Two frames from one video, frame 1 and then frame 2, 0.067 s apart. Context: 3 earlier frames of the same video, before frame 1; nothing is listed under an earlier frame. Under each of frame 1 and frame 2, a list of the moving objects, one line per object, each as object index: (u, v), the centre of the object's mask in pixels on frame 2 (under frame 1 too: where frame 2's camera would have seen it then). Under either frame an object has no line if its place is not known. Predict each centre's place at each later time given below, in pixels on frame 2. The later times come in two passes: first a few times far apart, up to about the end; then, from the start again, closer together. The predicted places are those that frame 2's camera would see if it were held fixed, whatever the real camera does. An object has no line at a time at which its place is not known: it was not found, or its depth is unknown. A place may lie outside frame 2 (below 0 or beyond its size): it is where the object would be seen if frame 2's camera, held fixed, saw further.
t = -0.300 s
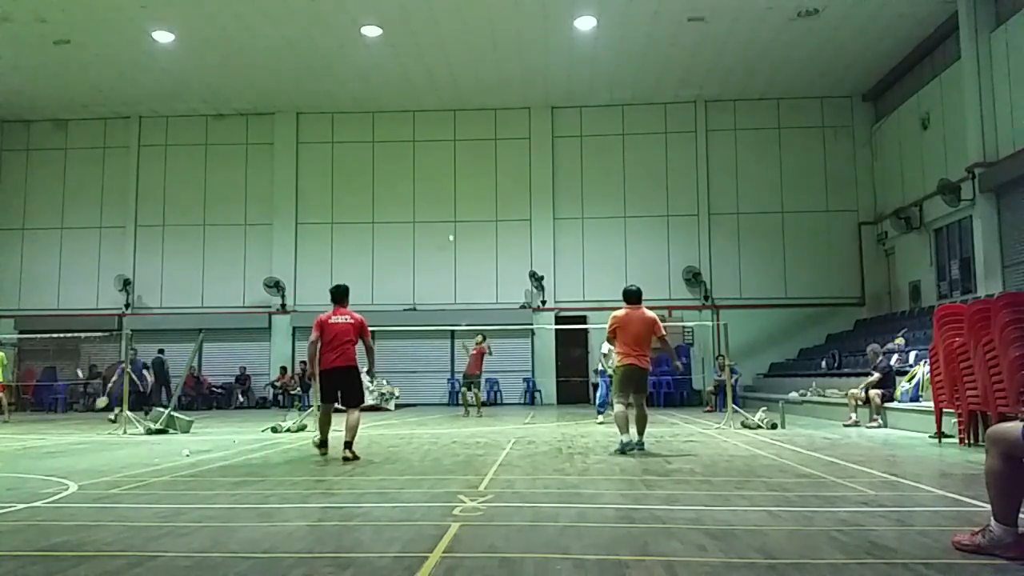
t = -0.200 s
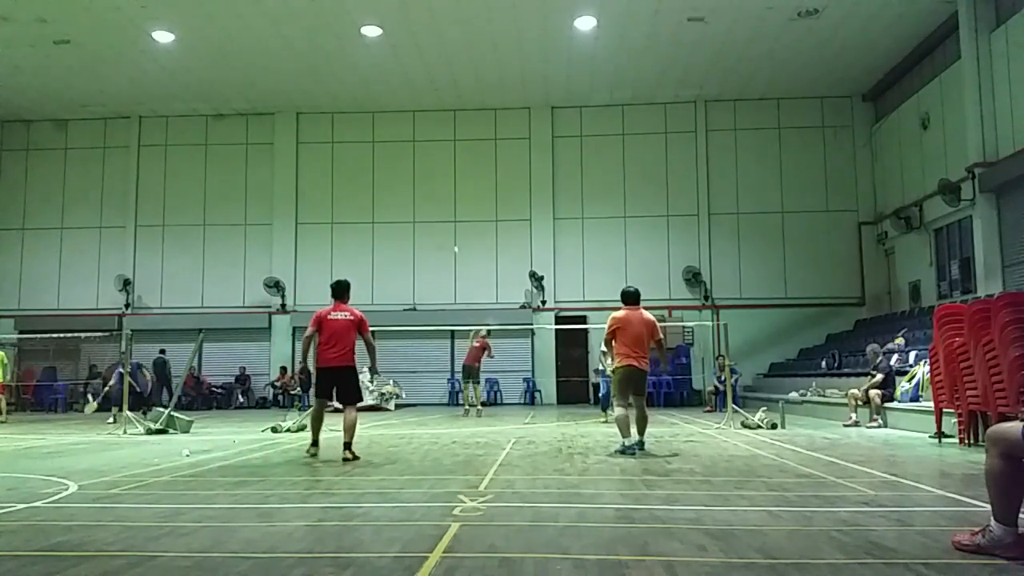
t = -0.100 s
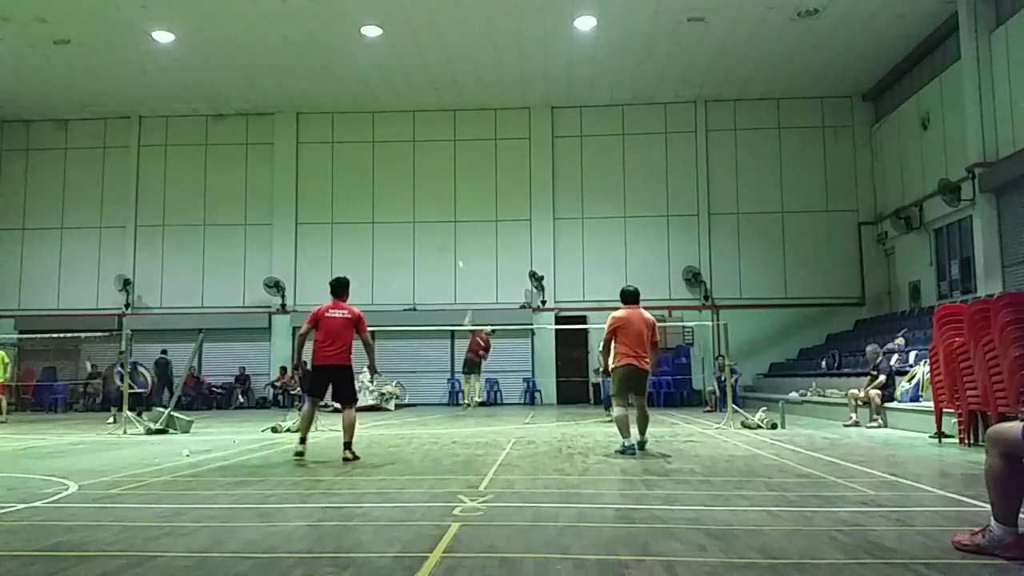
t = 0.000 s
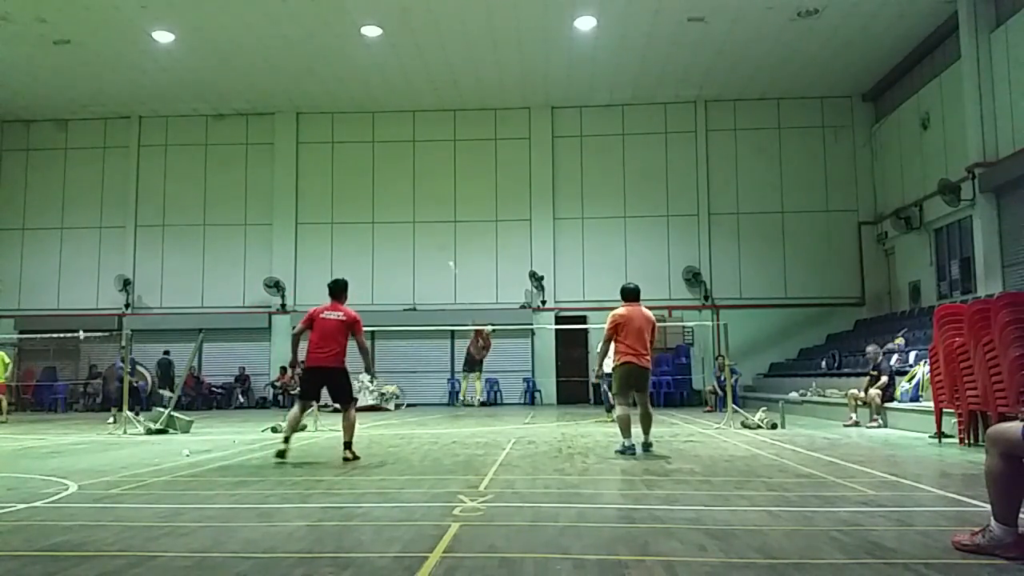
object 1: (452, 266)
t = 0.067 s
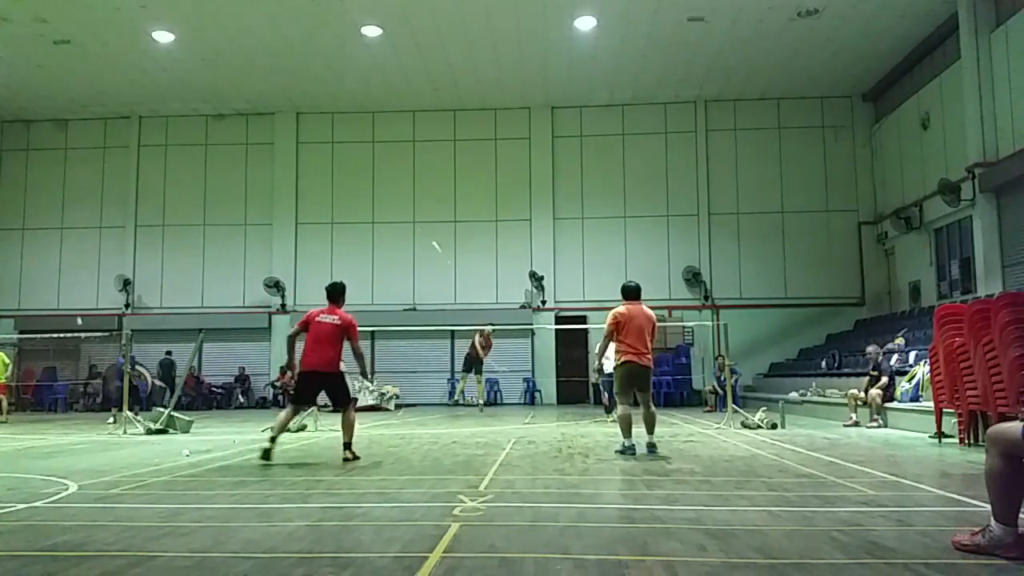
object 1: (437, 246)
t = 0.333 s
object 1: (384, 208)
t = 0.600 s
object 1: (338, 218)
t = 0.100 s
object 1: (430, 239)
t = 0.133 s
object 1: (422, 232)
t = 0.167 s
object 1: (416, 226)
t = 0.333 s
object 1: (384, 208)
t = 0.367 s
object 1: (378, 207)
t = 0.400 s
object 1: (373, 206)
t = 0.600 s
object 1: (338, 218)
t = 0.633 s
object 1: (333, 223)
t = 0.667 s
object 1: (327, 229)
